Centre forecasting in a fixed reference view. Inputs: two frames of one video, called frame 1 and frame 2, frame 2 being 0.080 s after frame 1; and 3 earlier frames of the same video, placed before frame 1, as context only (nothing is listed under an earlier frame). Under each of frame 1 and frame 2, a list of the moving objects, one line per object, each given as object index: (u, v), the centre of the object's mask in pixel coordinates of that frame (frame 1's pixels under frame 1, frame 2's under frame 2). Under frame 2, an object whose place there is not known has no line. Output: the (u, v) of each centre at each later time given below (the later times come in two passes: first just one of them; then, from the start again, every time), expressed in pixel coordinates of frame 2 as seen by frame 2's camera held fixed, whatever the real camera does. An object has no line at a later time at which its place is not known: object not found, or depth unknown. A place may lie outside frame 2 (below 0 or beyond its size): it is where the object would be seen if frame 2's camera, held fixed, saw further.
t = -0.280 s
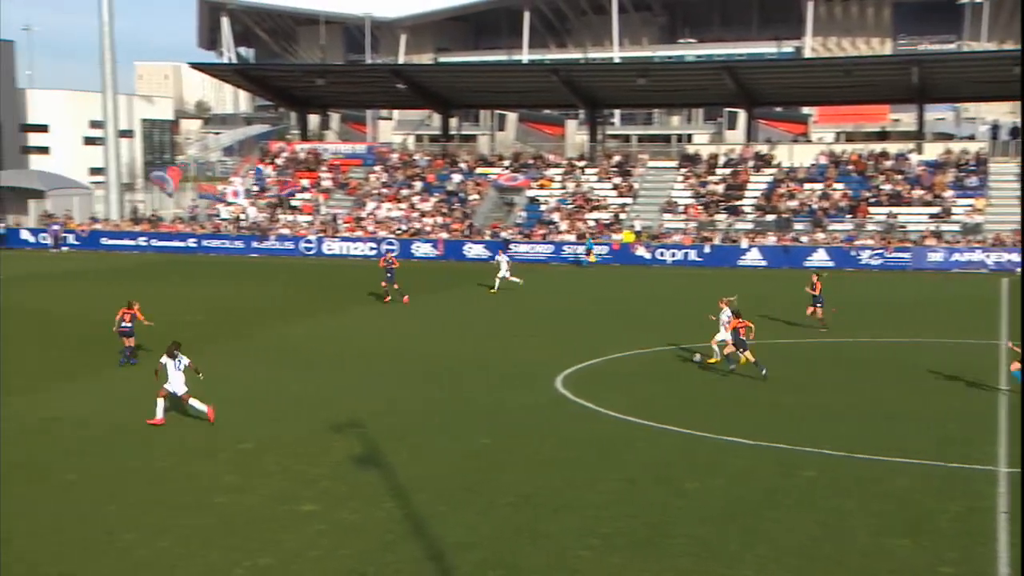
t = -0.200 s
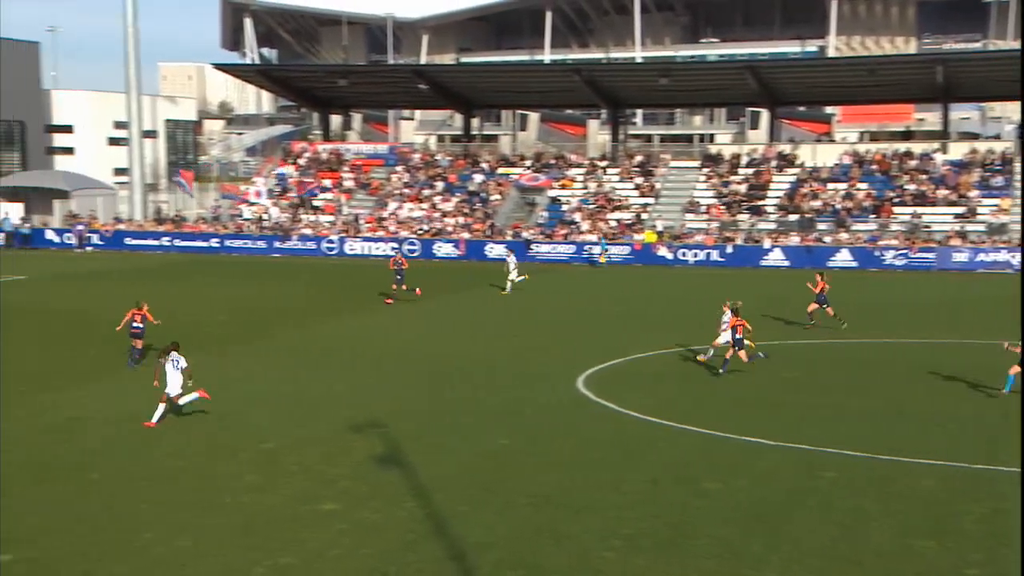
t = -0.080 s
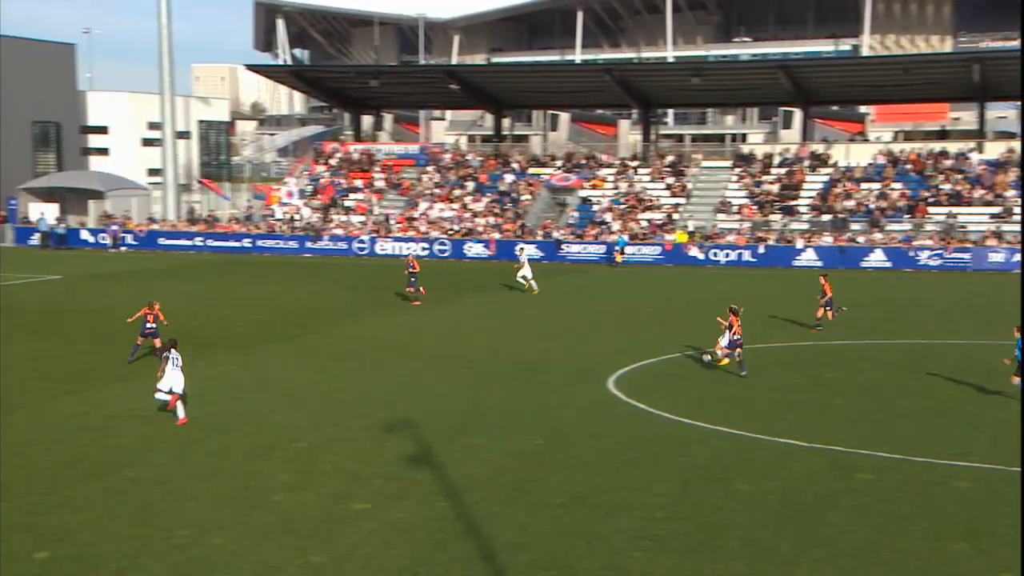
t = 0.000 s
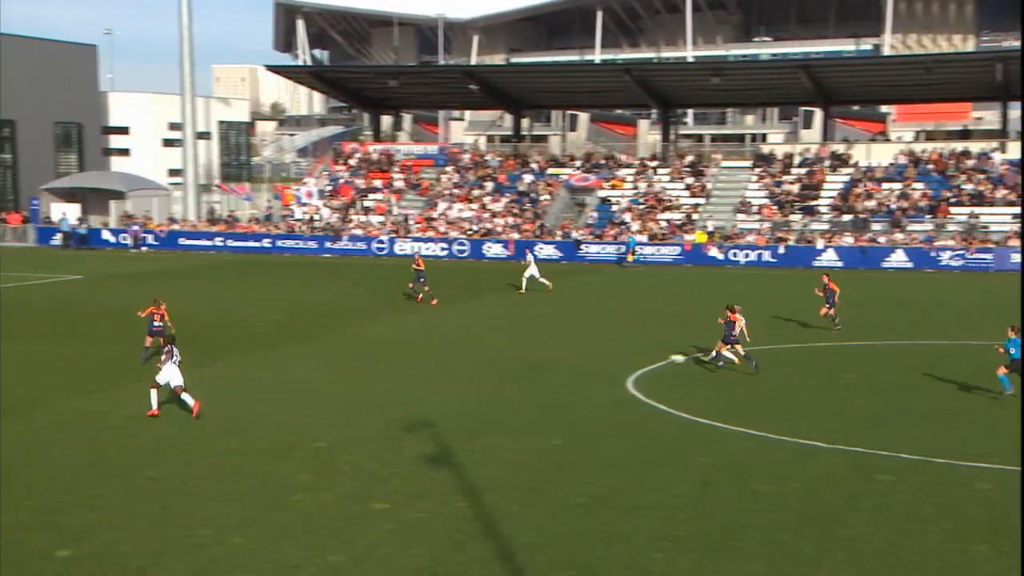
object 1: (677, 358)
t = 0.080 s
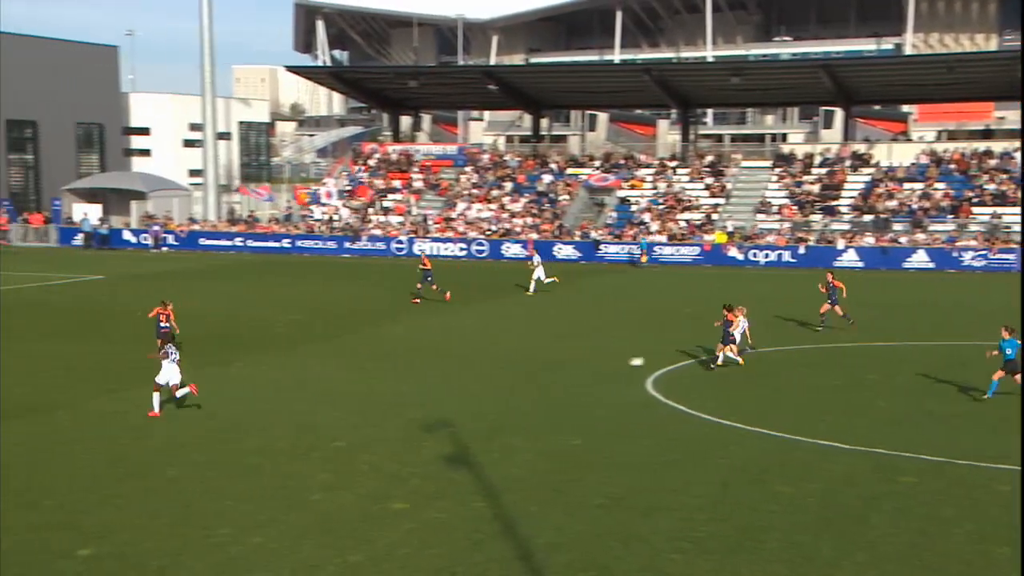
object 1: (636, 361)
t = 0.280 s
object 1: (500, 368)
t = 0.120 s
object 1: (607, 364)
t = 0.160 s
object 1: (580, 365)
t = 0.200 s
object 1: (553, 365)
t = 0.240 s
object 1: (526, 366)
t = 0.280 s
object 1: (500, 368)
